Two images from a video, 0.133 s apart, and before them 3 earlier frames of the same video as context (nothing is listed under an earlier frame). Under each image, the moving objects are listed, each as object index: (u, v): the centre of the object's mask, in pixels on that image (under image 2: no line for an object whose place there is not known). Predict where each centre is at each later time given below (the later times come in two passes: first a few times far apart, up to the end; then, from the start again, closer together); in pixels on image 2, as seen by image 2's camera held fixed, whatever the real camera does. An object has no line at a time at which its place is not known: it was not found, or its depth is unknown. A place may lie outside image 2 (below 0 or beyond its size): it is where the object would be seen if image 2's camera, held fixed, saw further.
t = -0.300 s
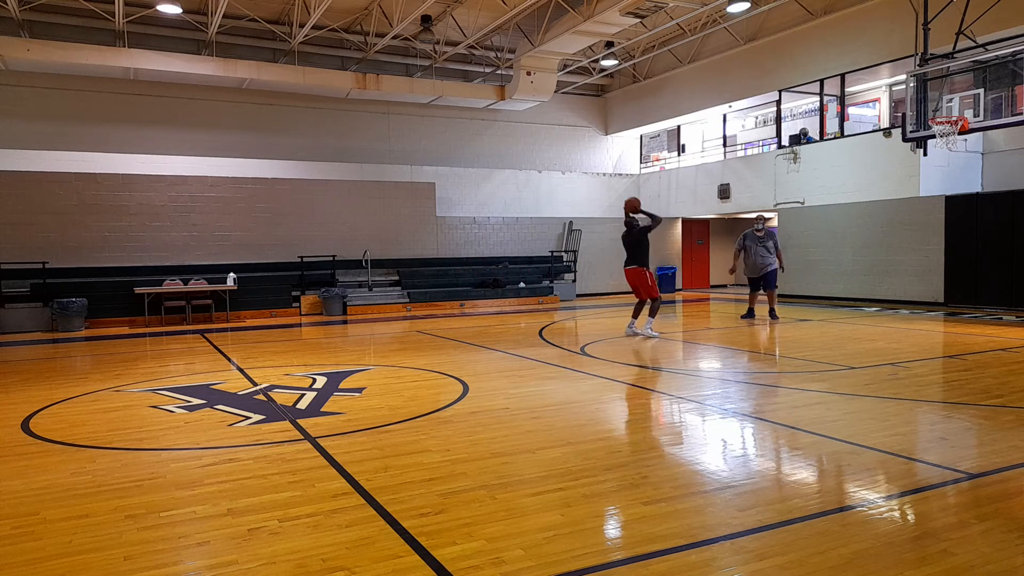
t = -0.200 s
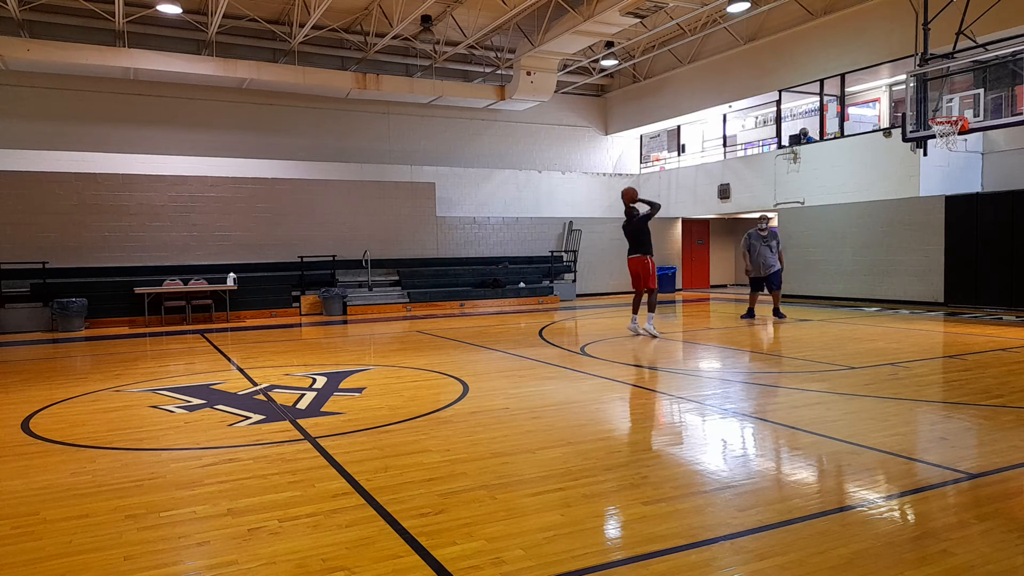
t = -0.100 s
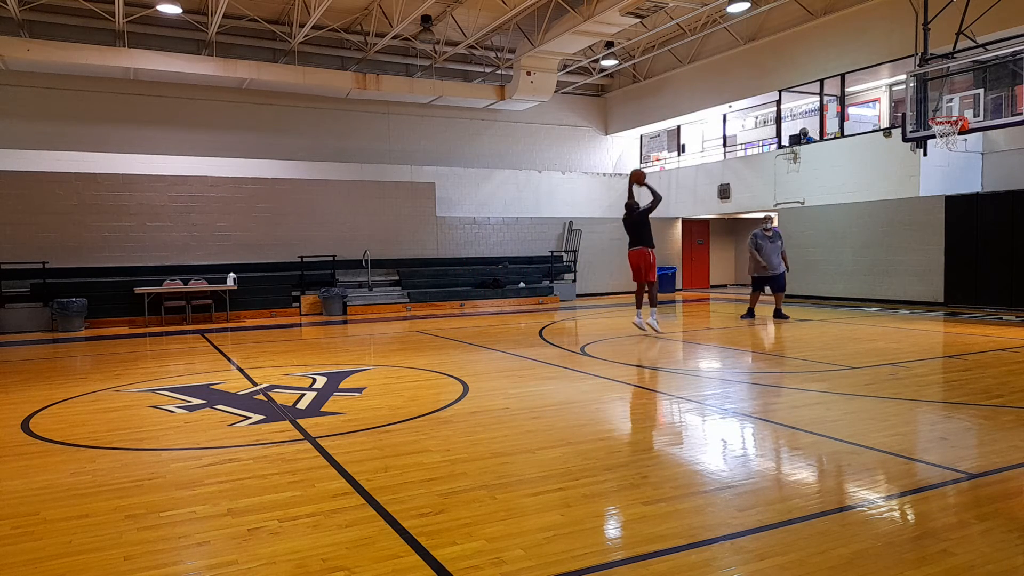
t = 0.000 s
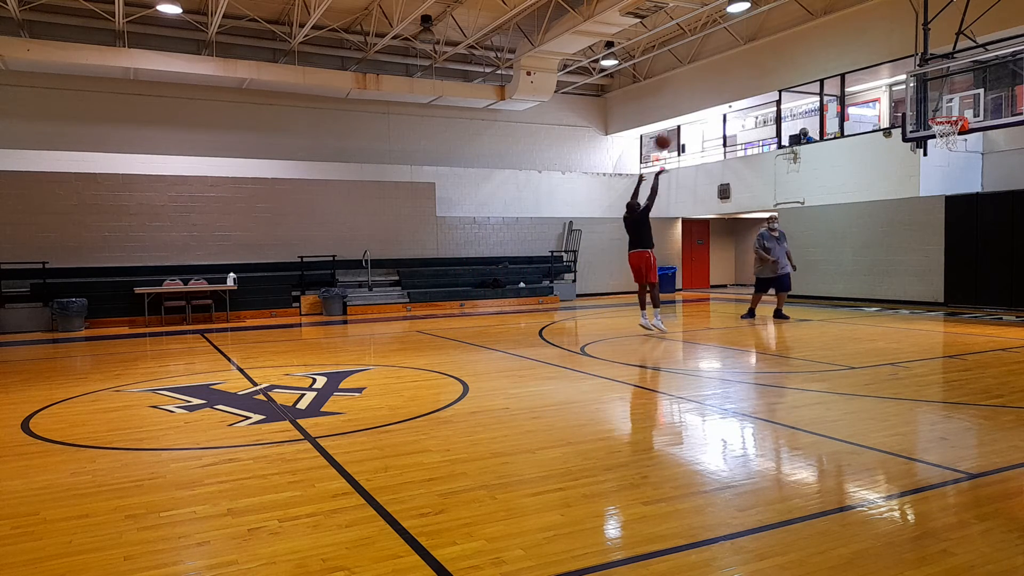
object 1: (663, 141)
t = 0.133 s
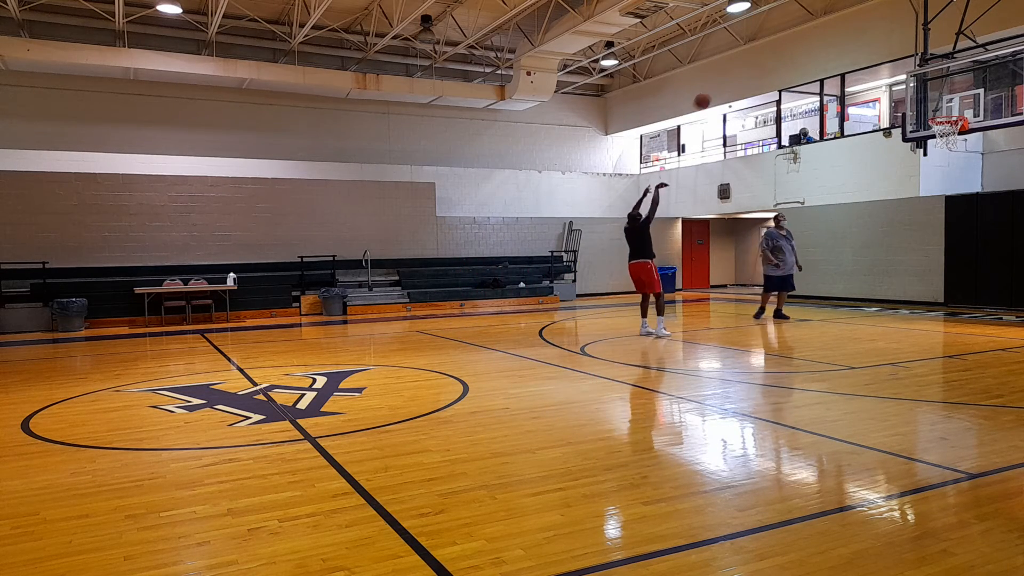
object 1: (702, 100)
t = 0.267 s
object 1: (742, 71)
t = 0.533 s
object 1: (819, 49)
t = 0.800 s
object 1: (894, 75)
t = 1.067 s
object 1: (955, 141)
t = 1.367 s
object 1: (976, 248)
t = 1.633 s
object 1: (982, 281)
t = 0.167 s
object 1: (712, 92)
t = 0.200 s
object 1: (722, 85)
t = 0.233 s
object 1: (731, 78)
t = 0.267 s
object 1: (742, 71)
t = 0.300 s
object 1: (751, 66)
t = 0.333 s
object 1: (761, 62)
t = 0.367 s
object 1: (771, 58)
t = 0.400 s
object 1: (780, 55)
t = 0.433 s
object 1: (790, 51)
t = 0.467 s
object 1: (800, 50)
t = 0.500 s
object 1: (809, 49)
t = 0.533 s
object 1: (819, 49)
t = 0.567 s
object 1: (828, 50)
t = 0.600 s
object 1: (838, 52)
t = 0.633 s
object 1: (847, 54)
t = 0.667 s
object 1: (857, 57)
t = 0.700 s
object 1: (866, 60)
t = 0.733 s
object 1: (875, 65)
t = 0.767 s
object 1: (885, 70)
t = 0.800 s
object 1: (894, 75)
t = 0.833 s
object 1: (904, 82)
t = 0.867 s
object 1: (914, 89)
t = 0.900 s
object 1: (923, 96)
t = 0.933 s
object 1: (932, 104)
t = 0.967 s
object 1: (940, 112)
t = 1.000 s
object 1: (947, 123)
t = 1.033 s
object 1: (954, 130)
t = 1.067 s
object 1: (955, 141)
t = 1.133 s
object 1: (960, 159)
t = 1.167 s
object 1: (962, 169)
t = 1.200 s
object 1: (964, 180)
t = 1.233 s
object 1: (967, 194)
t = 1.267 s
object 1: (969, 205)
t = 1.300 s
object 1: (971, 218)
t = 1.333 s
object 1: (974, 232)
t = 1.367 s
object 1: (976, 248)
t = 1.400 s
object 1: (979, 264)
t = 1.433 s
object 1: (981, 281)
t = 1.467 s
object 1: (984, 297)
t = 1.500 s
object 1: (986, 315)
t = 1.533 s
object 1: (986, 316)
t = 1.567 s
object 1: (985, 303)
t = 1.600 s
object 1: (984, 292)
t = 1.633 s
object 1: (982, 281)
